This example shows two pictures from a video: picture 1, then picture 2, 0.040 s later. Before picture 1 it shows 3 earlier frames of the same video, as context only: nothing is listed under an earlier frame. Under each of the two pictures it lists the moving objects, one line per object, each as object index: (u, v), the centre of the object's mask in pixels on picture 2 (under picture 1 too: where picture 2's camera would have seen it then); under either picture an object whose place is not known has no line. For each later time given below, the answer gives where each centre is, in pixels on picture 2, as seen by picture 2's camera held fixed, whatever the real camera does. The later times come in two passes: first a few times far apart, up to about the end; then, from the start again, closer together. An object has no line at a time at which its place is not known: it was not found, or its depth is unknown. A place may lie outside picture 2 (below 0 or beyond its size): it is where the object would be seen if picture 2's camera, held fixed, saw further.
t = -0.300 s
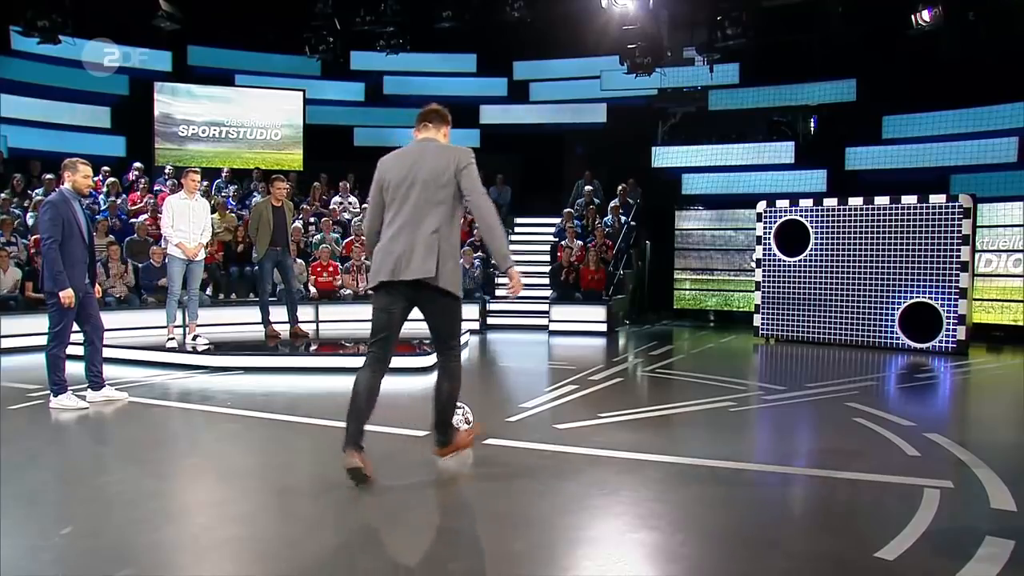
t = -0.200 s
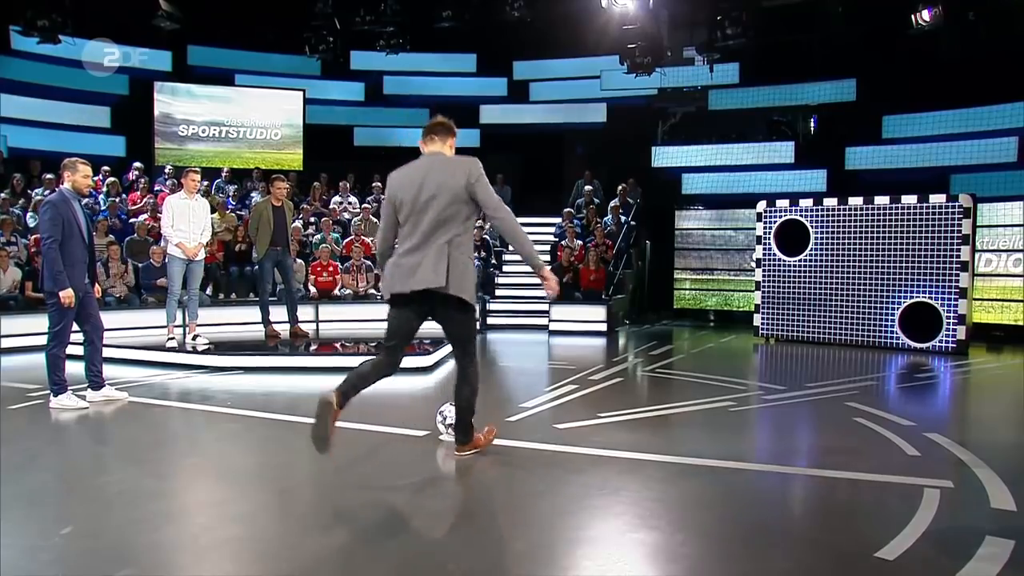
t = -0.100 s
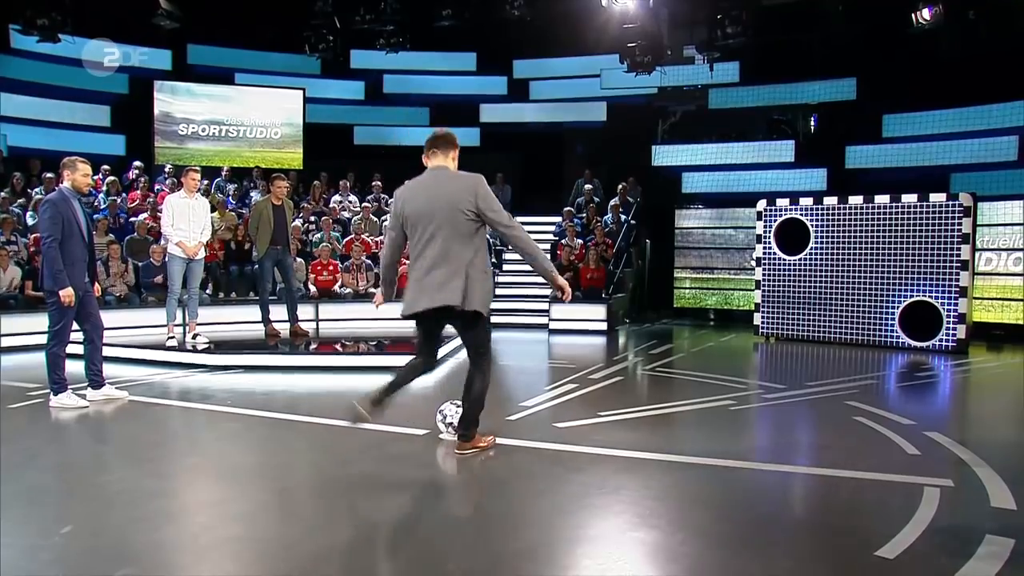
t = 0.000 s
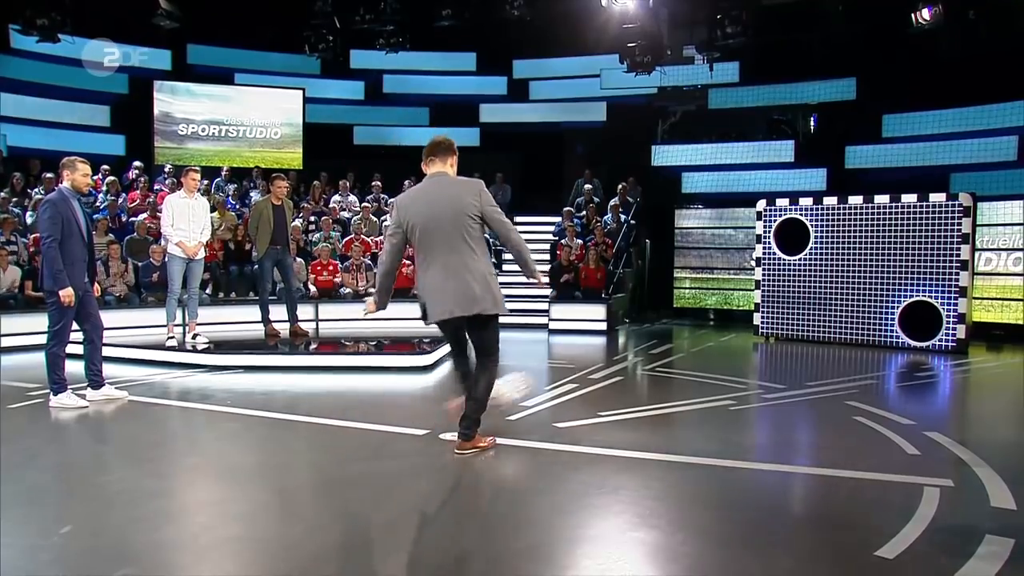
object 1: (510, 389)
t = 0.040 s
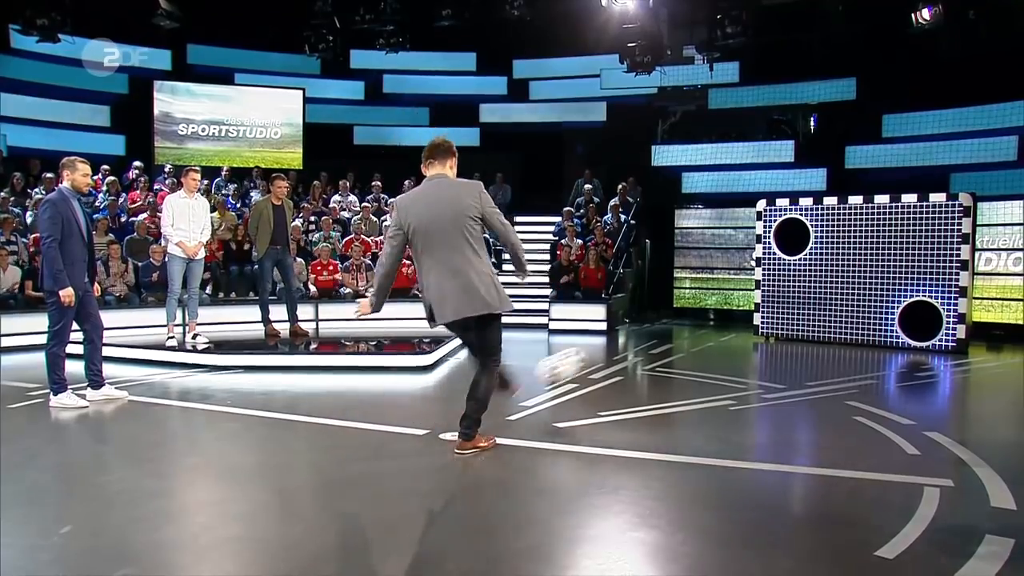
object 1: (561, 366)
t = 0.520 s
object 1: (907, 297)
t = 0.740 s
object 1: (896, 287)
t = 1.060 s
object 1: (854, 159)
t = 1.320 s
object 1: (805, 111)
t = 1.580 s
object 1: (742, 135)
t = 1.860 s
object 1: (652, 288)
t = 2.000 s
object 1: (595, 416)
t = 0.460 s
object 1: (881, 292)
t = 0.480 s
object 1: (888, 293)
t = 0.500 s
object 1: (897, 294)
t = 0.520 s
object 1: (907, 297)
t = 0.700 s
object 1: (902, 310)
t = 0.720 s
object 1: (899, 296)
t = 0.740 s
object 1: (896, 287)
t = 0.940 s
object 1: (872, 198)
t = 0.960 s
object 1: (868, 191)
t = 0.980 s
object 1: (866, 185)
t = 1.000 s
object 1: (864, 180)
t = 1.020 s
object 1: (861, 173)
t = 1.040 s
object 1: (858, 166)
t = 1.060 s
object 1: (854, 159)
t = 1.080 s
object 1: (850, 153)
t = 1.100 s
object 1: (847, 147)
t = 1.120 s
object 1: (843, 142)
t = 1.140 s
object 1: (840, 137)
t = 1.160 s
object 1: (836, 133)
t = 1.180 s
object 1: (832, 129)
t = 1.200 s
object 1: (829, 125)
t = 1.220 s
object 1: (826, 122)
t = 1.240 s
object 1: (821, 119)
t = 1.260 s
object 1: (817, 115)
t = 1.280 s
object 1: (813, 114)
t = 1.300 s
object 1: (809, 112)
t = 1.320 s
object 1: (805, 111)
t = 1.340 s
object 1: (801, 110)
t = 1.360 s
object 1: (796, 110)
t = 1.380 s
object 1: (792, 110)
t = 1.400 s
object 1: (787, 110)
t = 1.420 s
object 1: (782, 110)
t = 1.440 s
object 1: (778, 112)
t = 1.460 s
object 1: (773, 114)
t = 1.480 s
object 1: (768, 116)
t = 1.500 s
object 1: (763, 119)
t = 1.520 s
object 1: (758, 122)
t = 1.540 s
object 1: (752, 126)
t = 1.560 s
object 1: (747, 130)
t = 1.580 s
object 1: (742, 135)
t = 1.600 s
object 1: (737, 140)
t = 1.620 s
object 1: (731, 147)
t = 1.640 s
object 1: (726, 155)
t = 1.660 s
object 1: (720, 163)
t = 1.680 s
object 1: (714, 172)
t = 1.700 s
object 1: (707, 183)
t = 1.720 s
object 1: (701, 191)
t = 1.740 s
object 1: (694, 202)
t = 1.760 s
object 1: (687, 214)
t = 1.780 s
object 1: (680, 227)
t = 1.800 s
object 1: (673, 242)
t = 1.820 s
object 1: (666, 256)
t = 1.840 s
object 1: (659, 272)
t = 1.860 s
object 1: (652, 288)
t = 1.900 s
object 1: (637, 321)
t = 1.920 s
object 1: (629, 340)
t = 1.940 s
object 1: (622, 359)
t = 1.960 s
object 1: (613, 380)
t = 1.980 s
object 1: (605, 400)
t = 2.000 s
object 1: (595, 416)
